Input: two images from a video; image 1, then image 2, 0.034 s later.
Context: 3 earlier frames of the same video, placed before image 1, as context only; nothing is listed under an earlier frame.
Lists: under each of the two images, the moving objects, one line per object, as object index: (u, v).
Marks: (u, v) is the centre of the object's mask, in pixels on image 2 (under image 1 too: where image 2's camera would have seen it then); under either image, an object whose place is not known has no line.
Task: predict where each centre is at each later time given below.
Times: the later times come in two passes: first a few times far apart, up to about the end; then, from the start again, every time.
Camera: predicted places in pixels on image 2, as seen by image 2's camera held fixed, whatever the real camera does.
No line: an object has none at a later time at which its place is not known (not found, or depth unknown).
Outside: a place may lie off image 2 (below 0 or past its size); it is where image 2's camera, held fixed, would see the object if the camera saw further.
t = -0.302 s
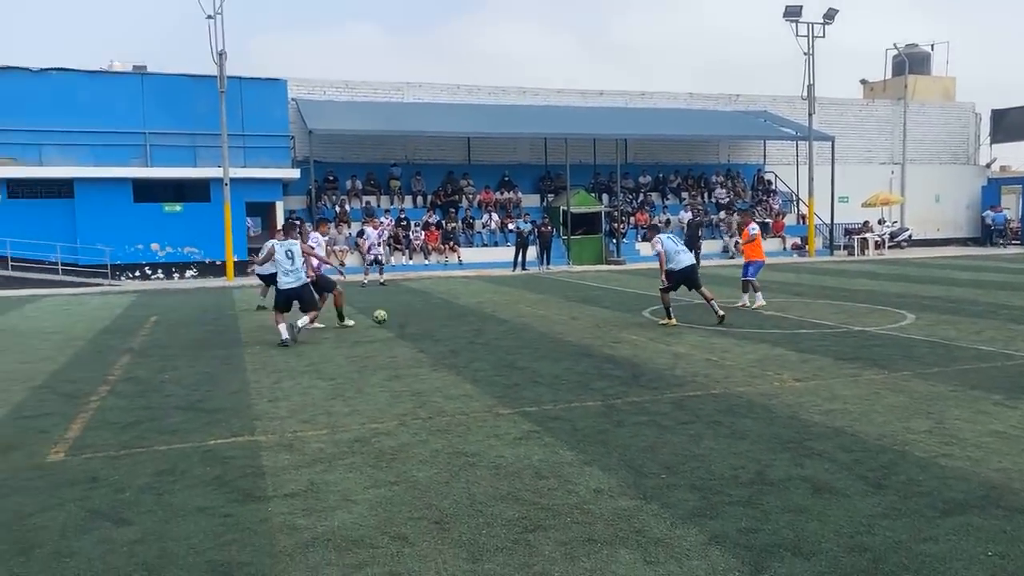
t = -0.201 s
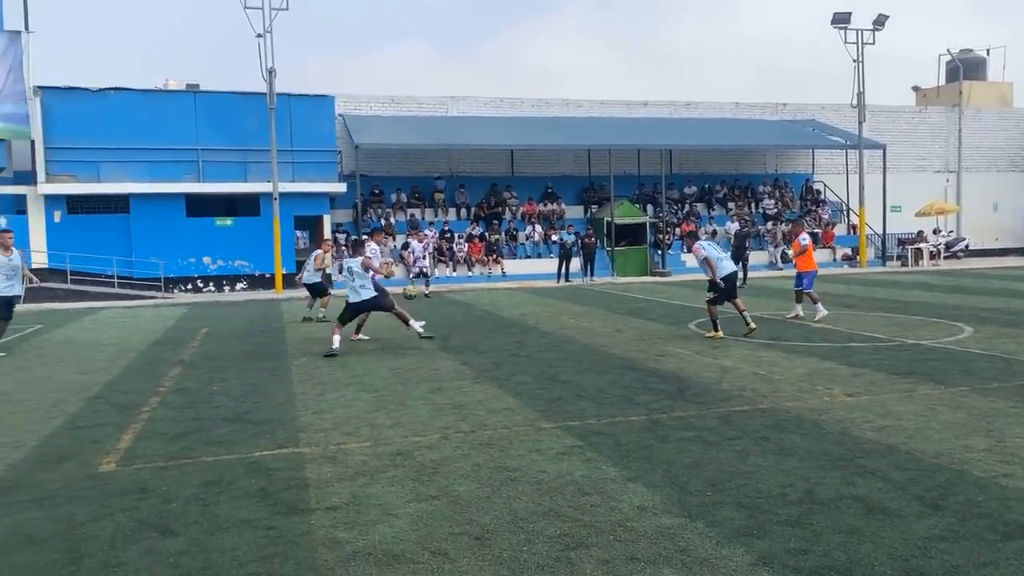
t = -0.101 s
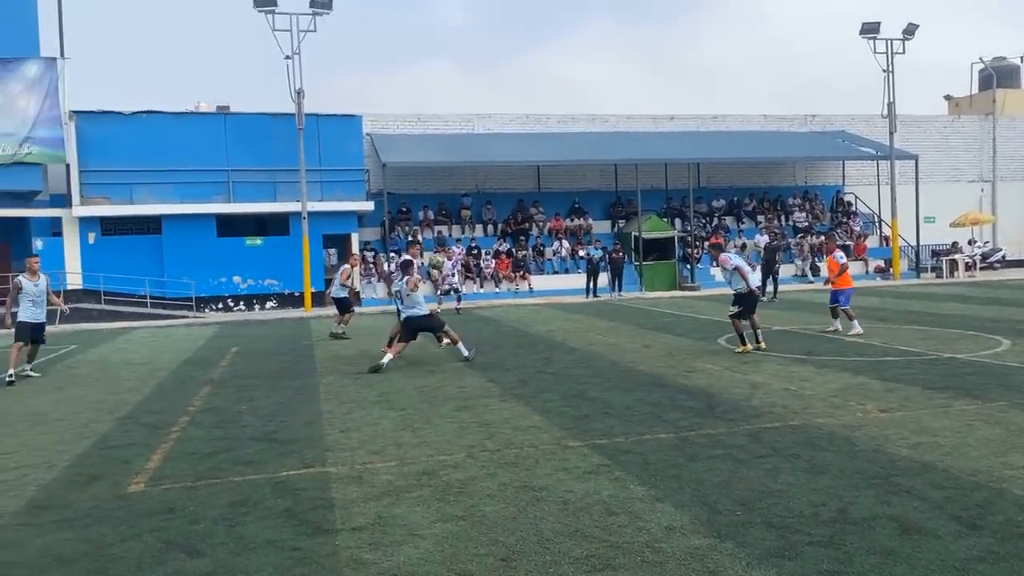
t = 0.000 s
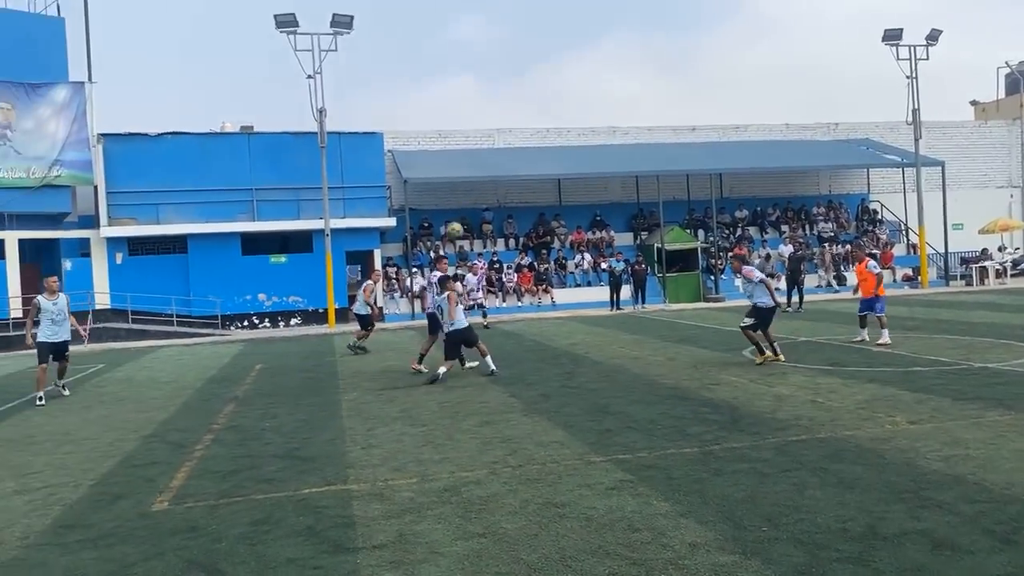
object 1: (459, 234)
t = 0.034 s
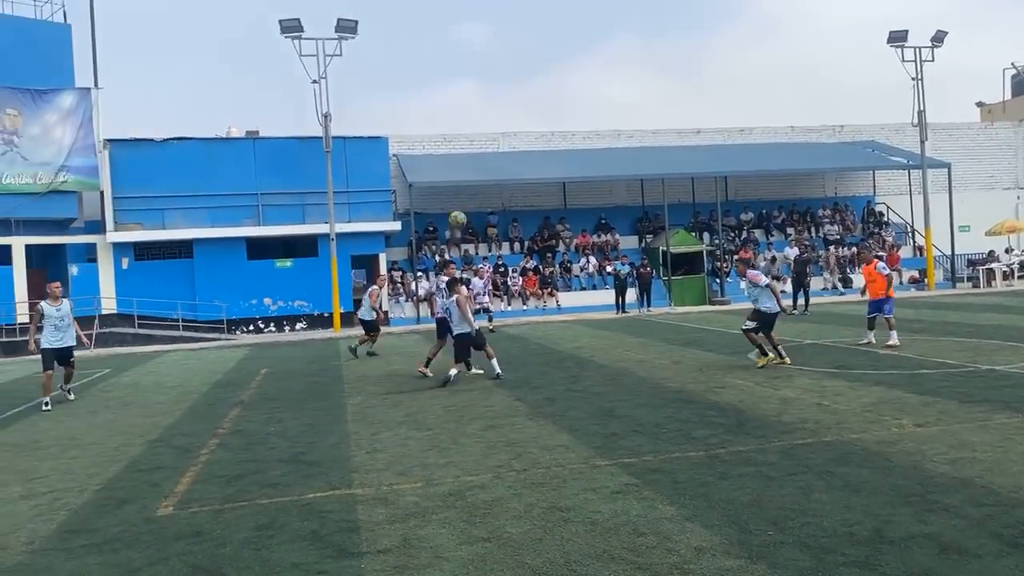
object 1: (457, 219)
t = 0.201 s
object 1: (446, 151)
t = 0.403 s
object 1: (427, 84)
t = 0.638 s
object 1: (395, 49)
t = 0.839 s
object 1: (356, 87)
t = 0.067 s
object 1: (456, 204)
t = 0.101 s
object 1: (454, 191)
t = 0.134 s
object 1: (450, 178)
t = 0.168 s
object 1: (448, 164)
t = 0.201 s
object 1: (446, 151)
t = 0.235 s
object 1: (443, 138)
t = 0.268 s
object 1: (440, 126)
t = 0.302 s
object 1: (437, 115)
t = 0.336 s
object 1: (434, 104)
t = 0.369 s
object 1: (431, 94)
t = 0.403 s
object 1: (427, 84)
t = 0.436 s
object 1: (423, 75)
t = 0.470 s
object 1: (419, 68)
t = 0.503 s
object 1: (415, 62)
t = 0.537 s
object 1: (410, 56)
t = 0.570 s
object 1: (405, 52)
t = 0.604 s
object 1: (400, 49)
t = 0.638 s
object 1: (395, 49)
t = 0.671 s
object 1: (390, 49)
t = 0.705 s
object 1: (384, 52)
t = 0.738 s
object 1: (377, 57)
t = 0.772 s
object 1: (370, 64)
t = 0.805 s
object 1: (363, 75)
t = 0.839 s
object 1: (356, 87)
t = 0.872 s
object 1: (347, 104)
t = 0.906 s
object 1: (337, 124)
